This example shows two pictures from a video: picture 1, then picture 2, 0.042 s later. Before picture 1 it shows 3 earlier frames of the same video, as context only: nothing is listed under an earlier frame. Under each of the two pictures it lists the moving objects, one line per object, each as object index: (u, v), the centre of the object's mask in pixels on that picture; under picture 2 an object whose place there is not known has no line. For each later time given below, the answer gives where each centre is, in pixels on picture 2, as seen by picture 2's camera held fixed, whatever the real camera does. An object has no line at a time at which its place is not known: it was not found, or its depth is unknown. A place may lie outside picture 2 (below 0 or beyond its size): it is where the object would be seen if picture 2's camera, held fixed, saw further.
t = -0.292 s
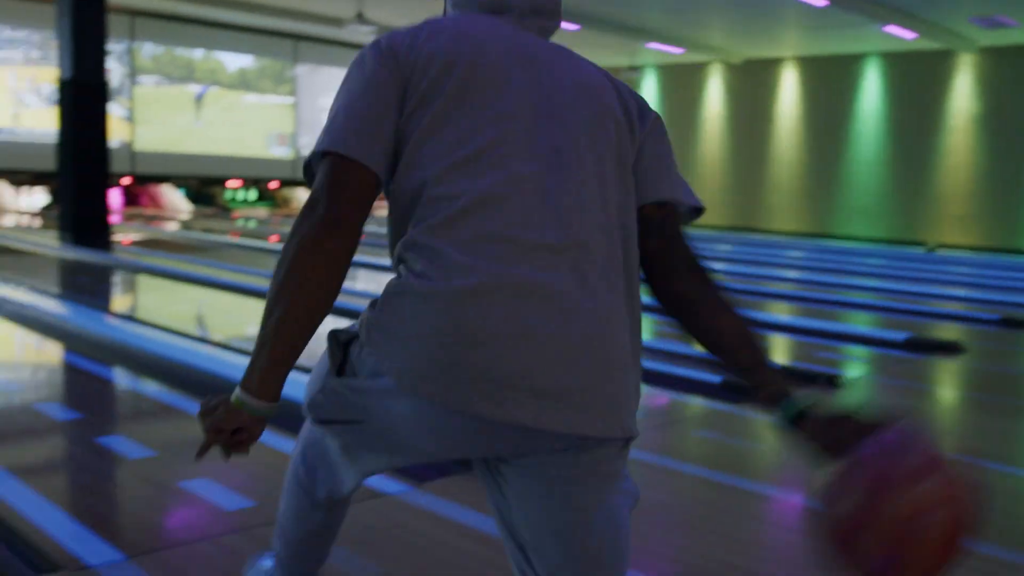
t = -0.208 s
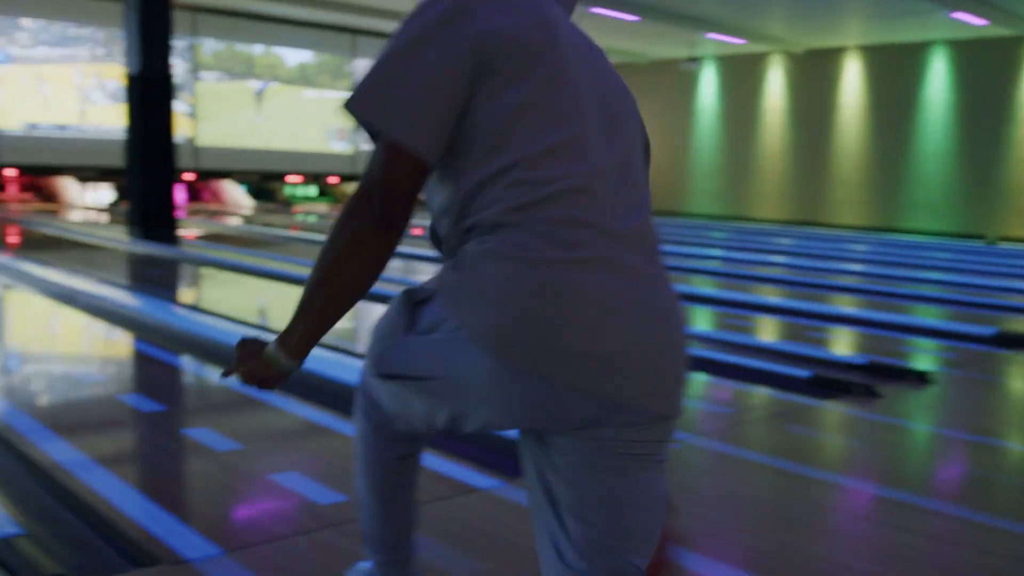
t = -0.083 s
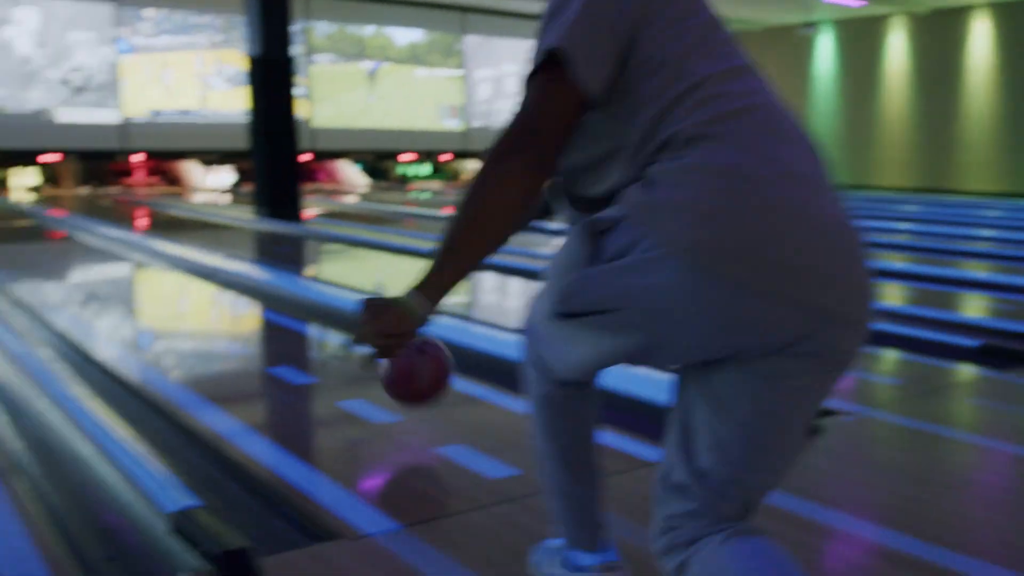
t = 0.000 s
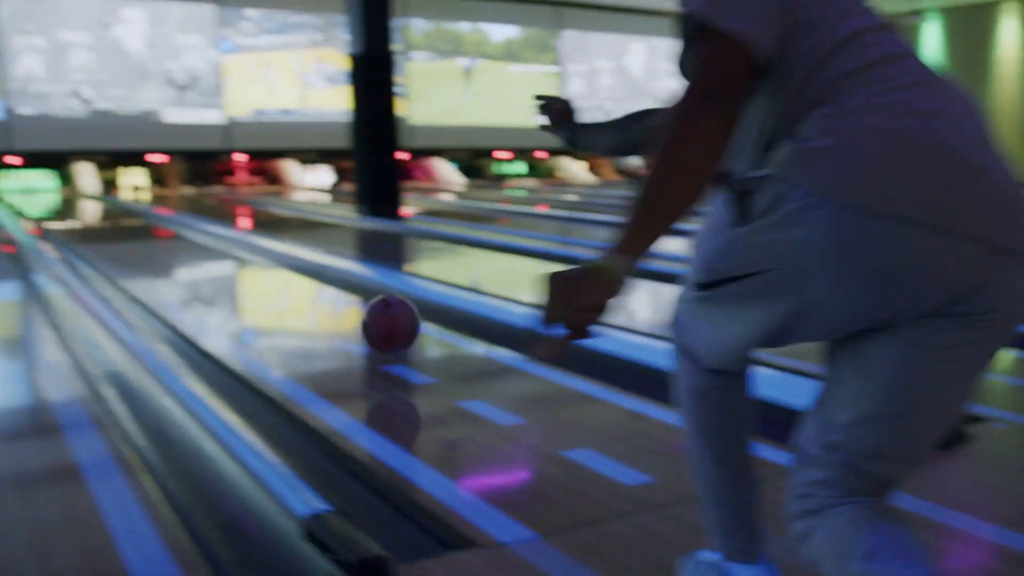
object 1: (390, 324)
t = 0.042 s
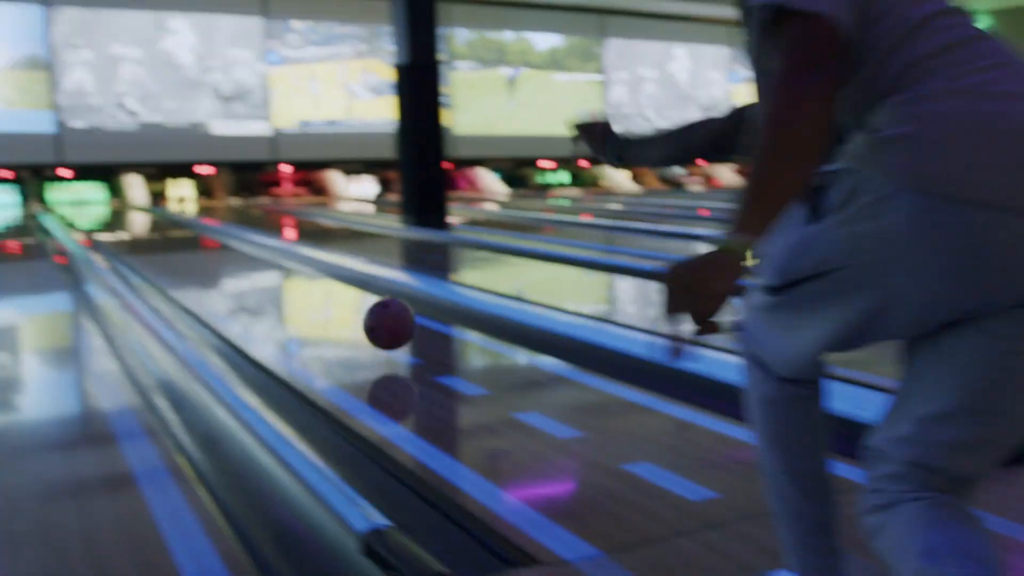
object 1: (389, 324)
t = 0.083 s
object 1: (350, 319)
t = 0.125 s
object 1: (316, 306)
